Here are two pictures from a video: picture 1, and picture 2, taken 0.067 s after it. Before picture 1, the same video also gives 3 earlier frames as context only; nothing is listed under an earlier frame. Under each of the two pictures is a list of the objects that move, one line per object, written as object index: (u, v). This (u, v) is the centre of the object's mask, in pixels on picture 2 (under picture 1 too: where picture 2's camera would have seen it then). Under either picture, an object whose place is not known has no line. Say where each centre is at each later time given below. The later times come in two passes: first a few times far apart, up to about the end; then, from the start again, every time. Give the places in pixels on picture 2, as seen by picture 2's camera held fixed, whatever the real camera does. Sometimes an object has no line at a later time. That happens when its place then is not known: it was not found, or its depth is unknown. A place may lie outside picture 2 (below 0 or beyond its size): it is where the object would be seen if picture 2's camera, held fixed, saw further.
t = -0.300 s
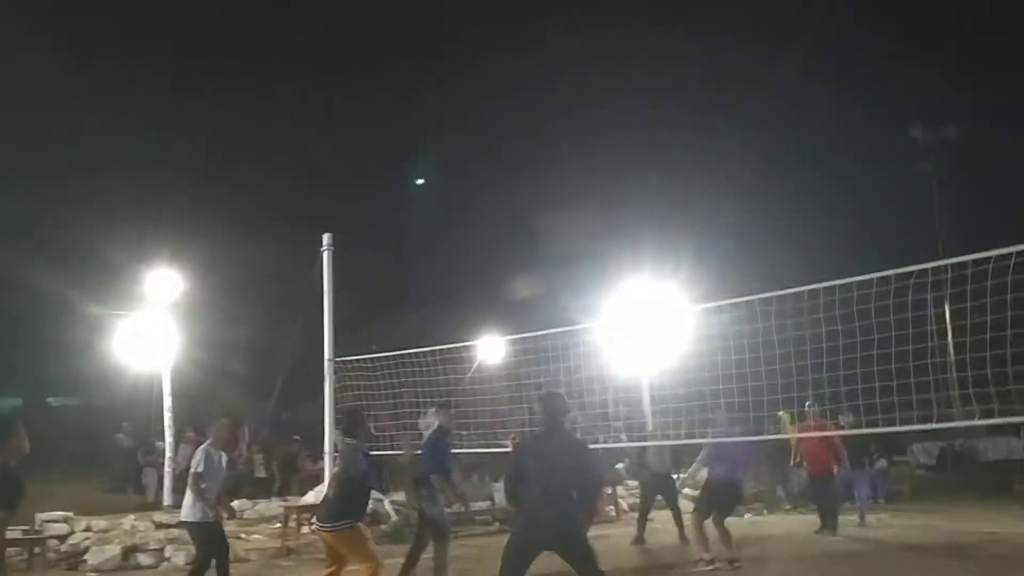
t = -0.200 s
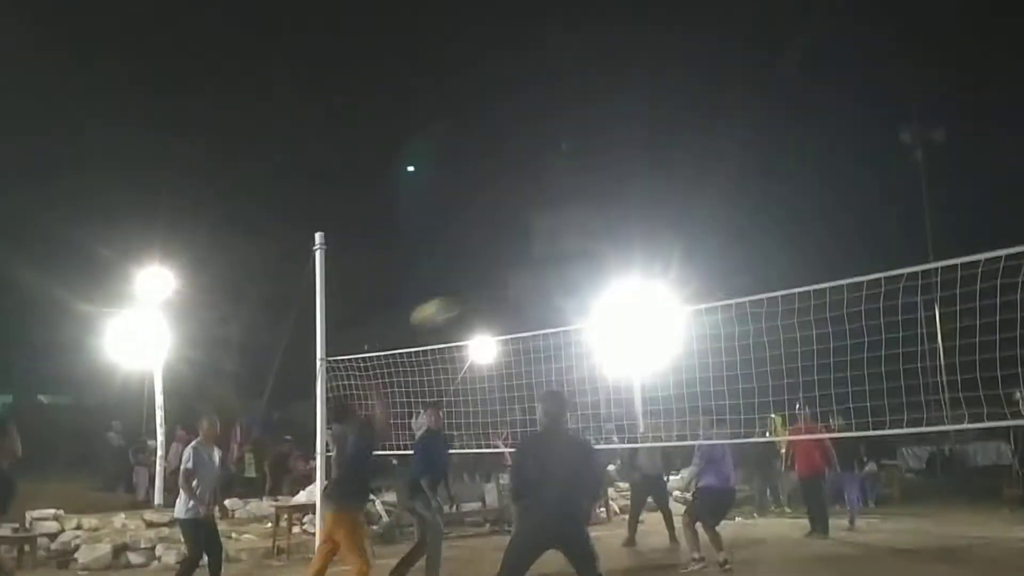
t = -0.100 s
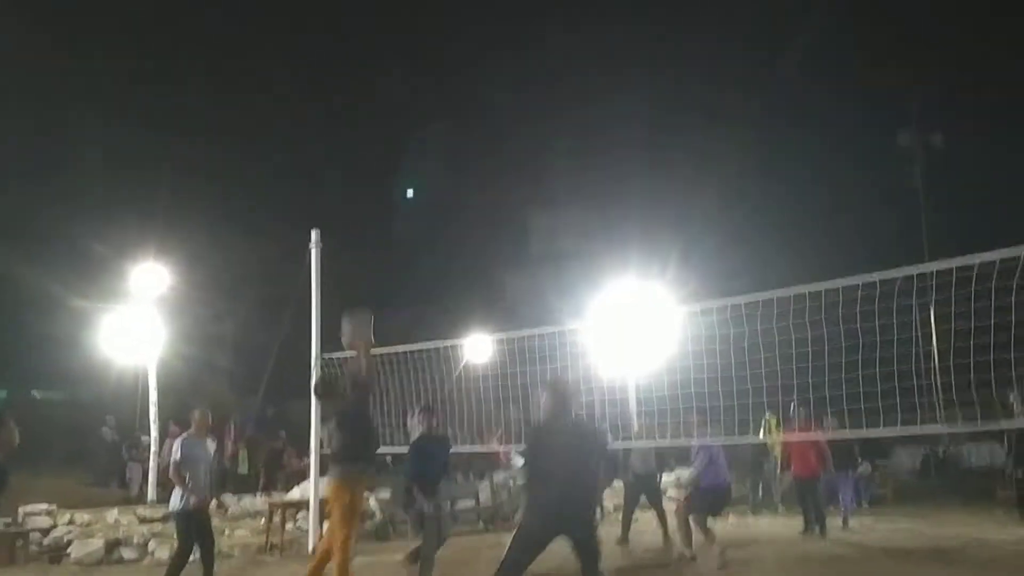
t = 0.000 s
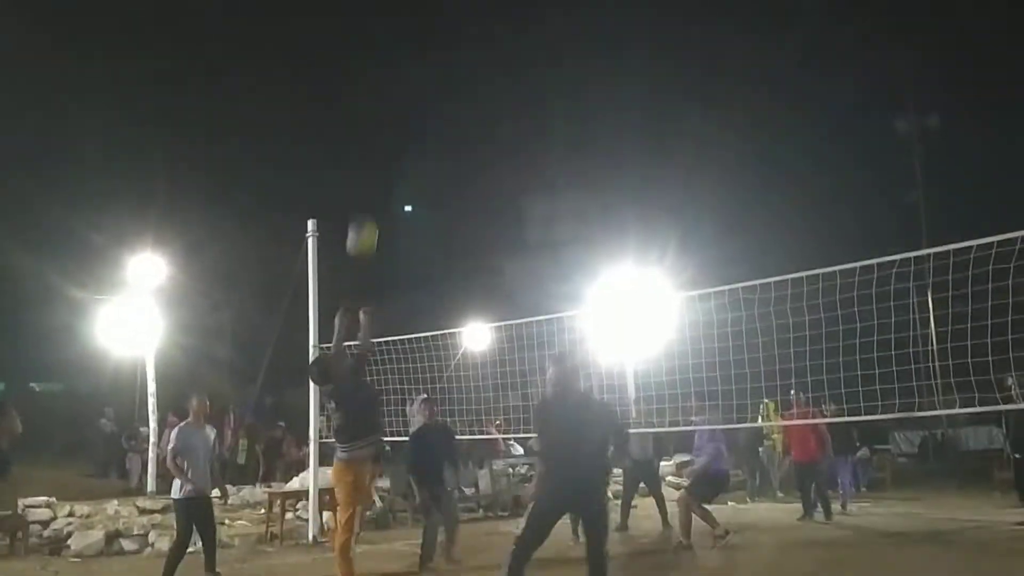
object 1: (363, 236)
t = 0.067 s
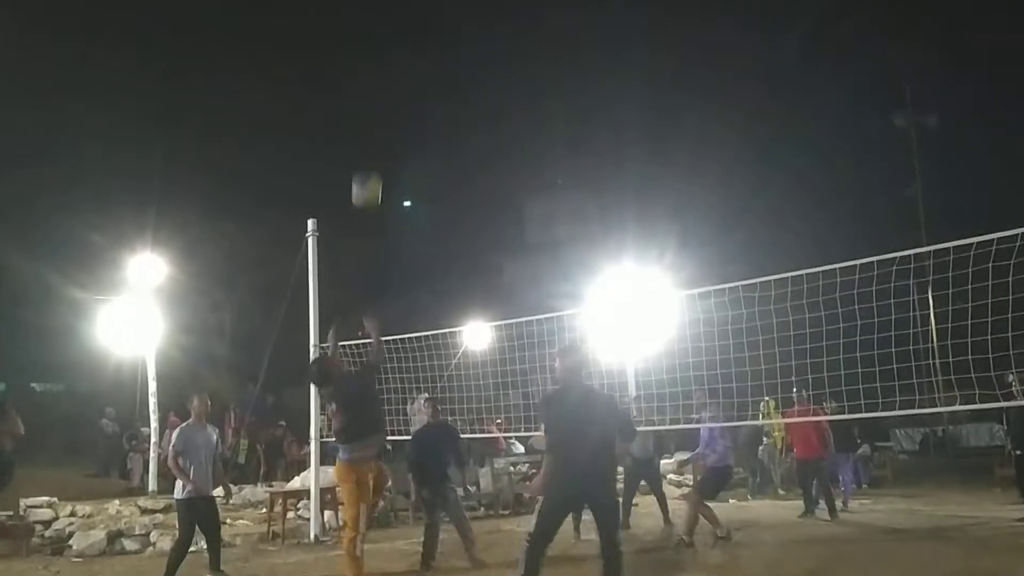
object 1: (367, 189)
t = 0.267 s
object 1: (380, 91)
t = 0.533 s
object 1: (403, 40)
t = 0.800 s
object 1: (425, 75)
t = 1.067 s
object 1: (453, 187)
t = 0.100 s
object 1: (368, 168)
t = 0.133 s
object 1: (371, 151)
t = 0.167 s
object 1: (373, 133)
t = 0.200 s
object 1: (375, 116)
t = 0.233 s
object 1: (377, 102)
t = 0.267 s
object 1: (380, 91)
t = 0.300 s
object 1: (382, 80)
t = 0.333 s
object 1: (386, 68)
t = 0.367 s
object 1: (390, 58)
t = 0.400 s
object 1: (393, 50)
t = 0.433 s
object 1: (396, 45)
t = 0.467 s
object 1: (398, 42)
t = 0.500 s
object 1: (399, 40)
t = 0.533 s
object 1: (403, 40)
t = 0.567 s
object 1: (406, 40)
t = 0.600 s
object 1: (407, 40)
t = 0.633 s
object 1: (411, 42)
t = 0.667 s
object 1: (416, 47)
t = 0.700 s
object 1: (420, 52)
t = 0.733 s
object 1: (423, 55)
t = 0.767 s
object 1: (427, 65)
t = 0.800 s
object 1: (425, 75)
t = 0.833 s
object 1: (428, 81)
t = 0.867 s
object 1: (433, 94)
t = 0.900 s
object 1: (435, 112)
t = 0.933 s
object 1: (438, 121)
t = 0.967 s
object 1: (442, 136)
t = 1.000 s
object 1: (446, 151)
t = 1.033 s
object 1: (450, 169)
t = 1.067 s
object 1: (453, 187)
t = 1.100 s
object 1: (455, 206)
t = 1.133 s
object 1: (458, 228)
